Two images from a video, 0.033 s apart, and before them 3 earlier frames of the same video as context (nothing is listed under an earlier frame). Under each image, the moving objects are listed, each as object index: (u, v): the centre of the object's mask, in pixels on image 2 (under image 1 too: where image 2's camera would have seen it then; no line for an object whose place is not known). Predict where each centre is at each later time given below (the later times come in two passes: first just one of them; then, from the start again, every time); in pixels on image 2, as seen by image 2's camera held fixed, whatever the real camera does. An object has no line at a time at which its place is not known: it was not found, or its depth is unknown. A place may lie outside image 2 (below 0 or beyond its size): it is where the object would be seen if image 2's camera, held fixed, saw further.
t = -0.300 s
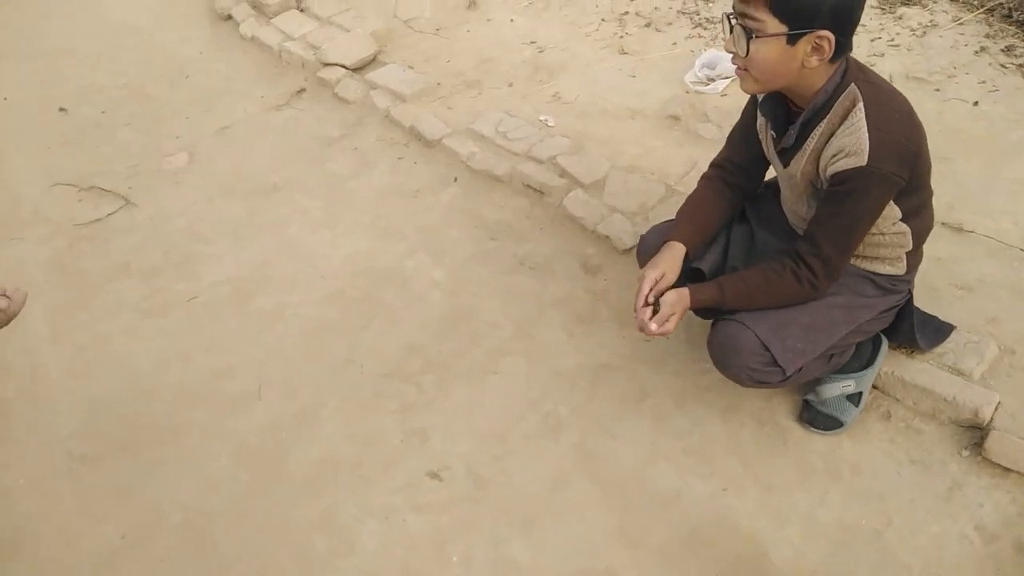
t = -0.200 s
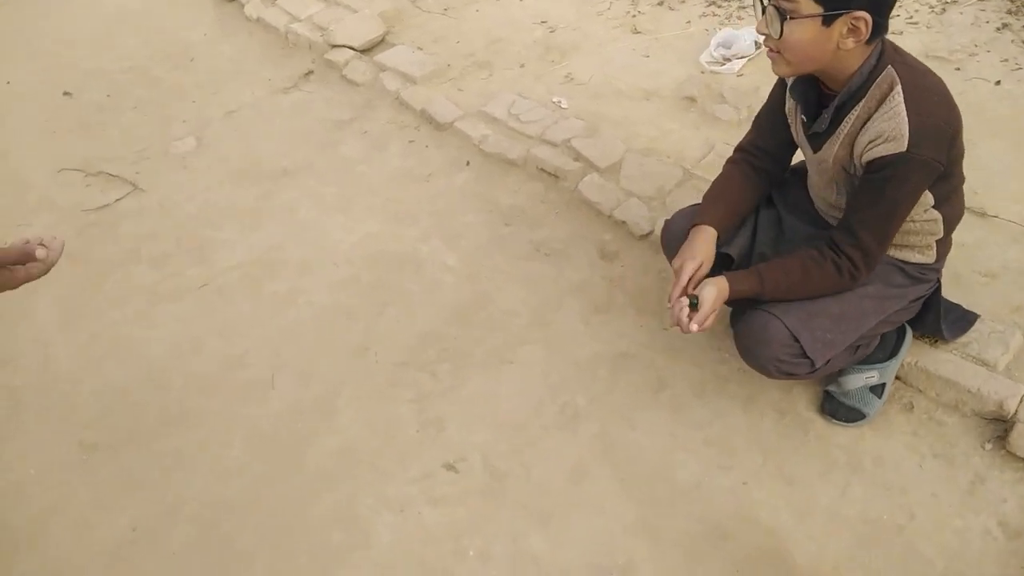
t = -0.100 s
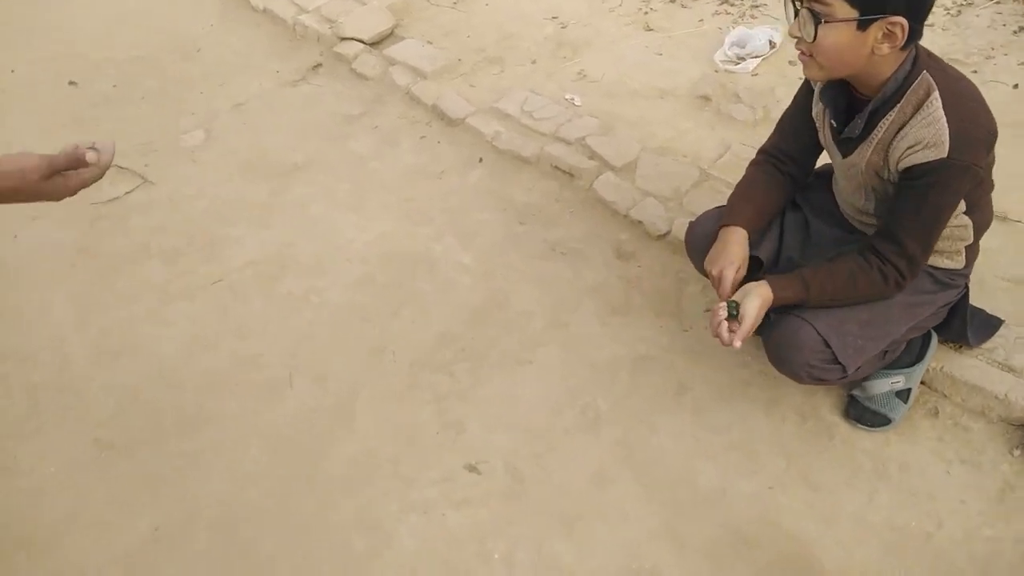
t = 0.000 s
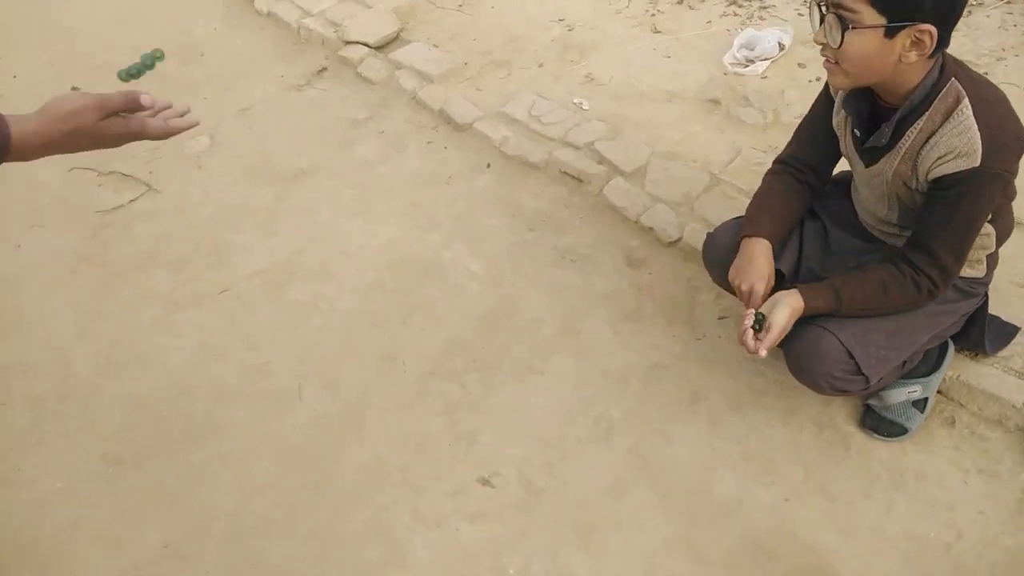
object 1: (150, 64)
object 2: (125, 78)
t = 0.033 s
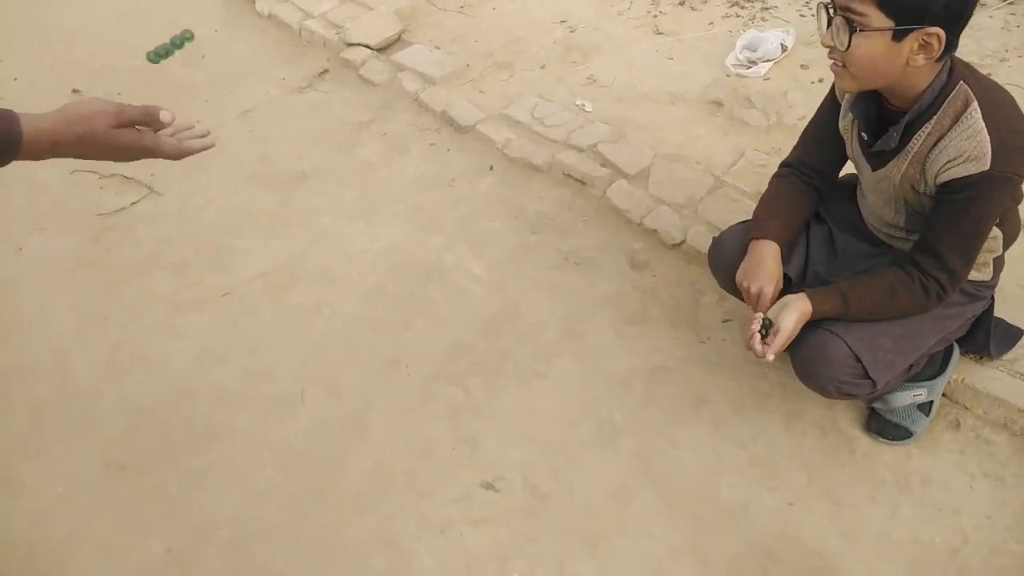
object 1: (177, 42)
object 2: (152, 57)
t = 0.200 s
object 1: (348, 52)
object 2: (325, 74)
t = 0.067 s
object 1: (208, 27)
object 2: (184, 44)
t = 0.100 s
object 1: (241, 21)
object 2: (217, 40)
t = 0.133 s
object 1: (277, 23)
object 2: (253, 43)
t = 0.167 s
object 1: (313, 34)
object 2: (289, 55)
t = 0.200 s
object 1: (348, 52)
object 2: (325, 74)
